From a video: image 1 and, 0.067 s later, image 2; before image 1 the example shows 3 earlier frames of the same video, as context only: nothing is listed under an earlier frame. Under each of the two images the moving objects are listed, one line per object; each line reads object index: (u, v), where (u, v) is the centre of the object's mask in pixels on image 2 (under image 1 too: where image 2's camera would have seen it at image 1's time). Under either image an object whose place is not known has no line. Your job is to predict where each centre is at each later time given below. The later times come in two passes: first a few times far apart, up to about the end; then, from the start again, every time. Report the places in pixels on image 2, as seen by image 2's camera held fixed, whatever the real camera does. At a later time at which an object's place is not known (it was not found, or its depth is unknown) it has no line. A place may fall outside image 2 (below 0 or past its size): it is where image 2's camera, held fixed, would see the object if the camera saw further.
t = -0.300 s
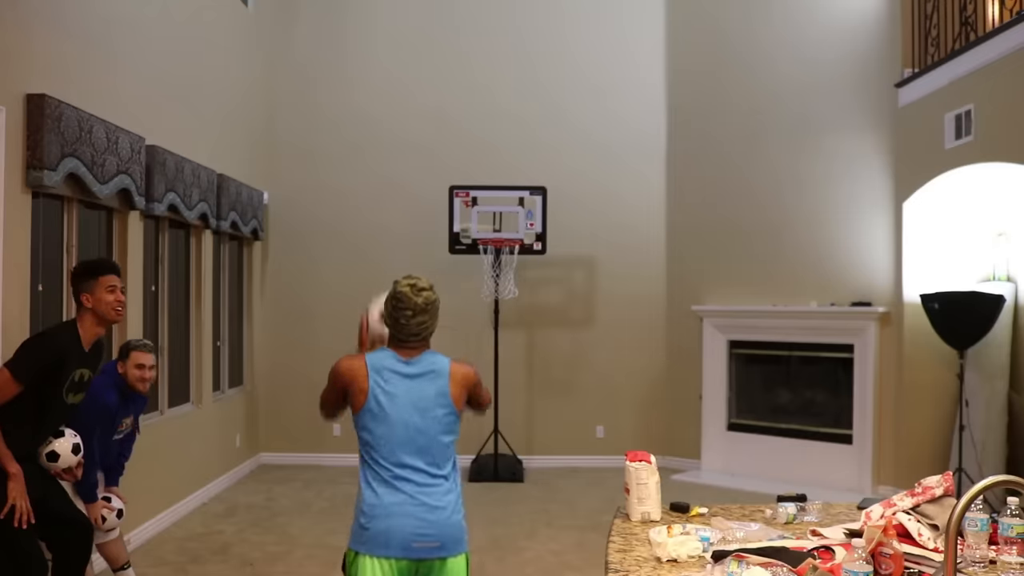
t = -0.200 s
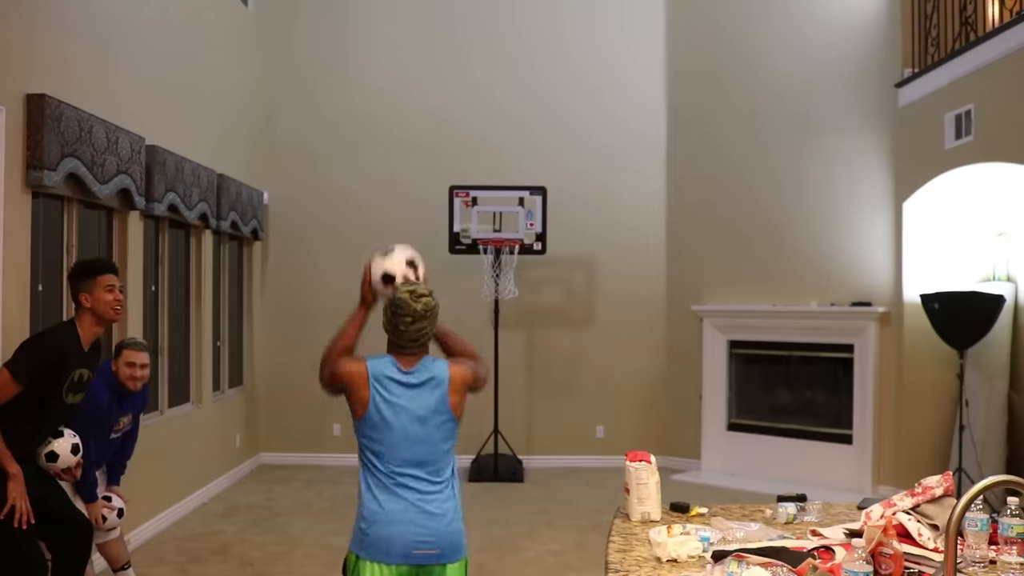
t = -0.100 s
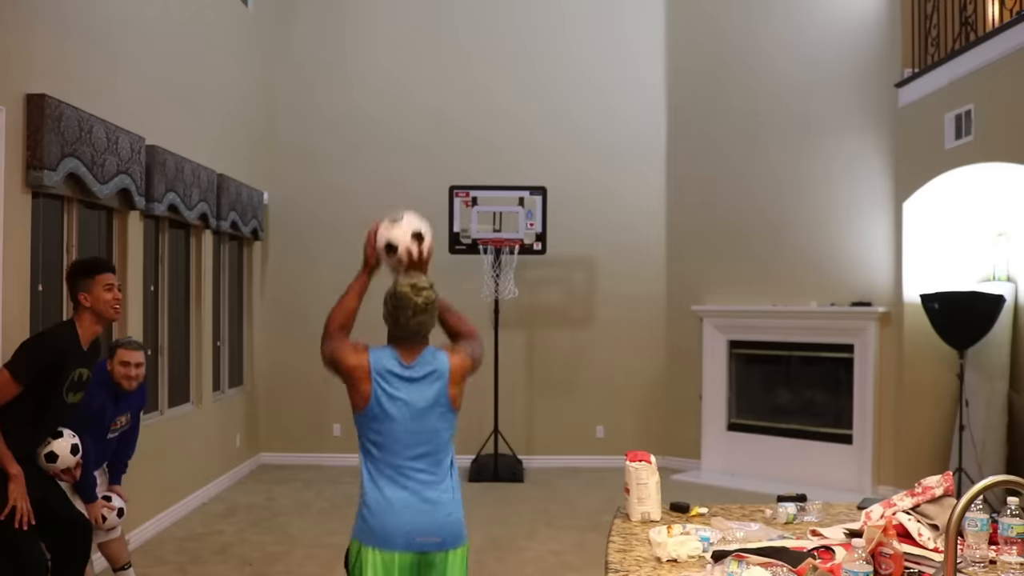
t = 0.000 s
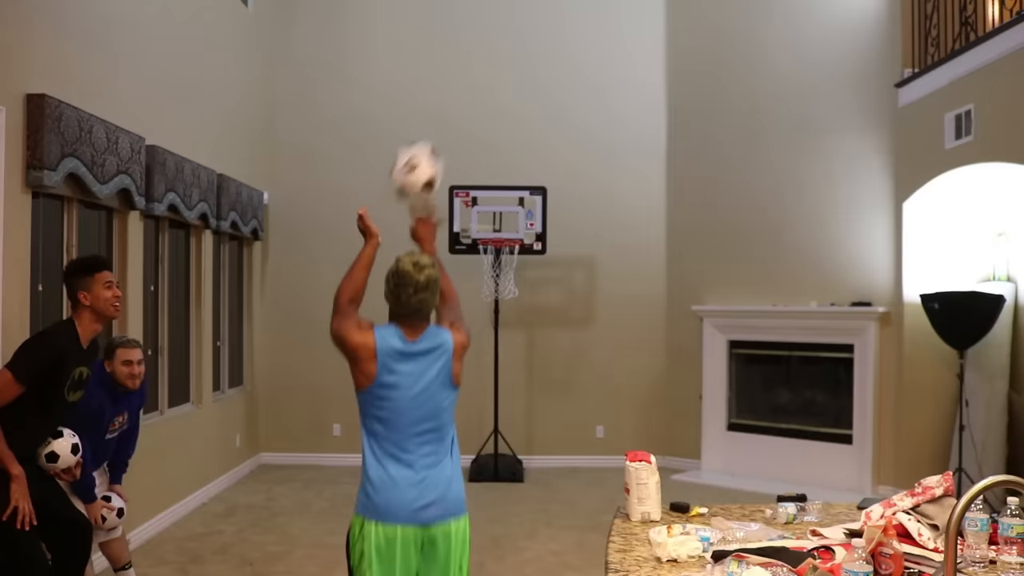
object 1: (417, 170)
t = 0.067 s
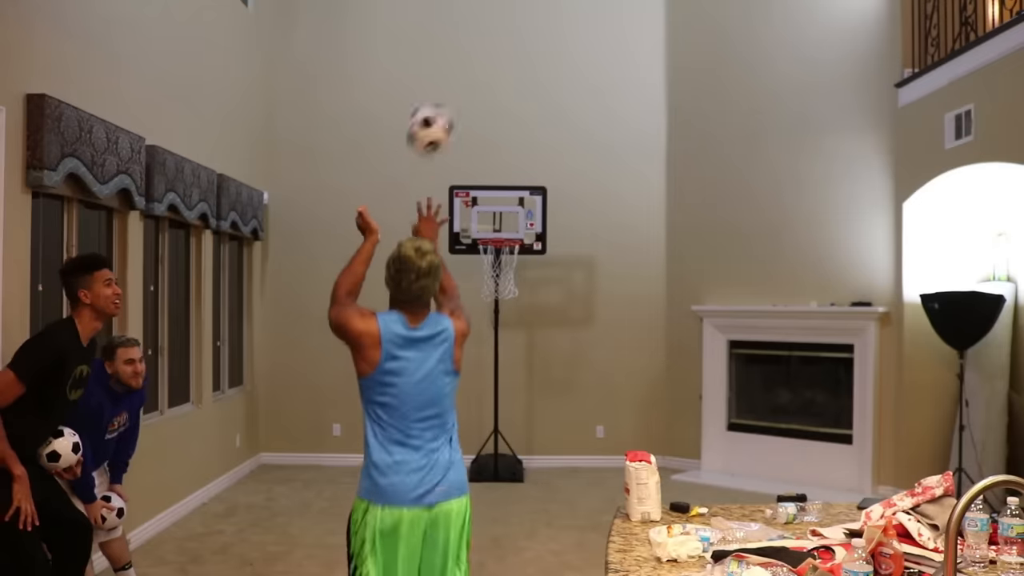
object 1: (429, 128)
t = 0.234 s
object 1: (451, 84)
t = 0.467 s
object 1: (468, 105)
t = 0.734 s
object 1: (476, 184)
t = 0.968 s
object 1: (480, 219)
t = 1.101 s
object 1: (481, 272)
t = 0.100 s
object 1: (436, 115)
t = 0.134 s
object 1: (441, 102)
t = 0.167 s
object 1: (444, 94)
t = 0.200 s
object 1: (448, 87)
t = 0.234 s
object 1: (451, 84)
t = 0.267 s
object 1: (454, 82)
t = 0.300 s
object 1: (457, 83)
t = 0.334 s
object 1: (459, 84)
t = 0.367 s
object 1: (461, 88)
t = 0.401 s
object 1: (464, 93)
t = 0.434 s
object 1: (465, 98)
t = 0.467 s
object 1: (468, 105)
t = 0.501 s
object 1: (471, 114)
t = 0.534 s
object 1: (470, 122)
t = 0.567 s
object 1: (471, 131)
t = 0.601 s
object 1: (473, 142)
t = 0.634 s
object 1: (473, 153)
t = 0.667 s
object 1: (475, 166)
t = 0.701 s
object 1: (475, 178)
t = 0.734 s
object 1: (476, 184)
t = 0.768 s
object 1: (477, 185)
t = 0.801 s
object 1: (477, 187)
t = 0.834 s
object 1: (477, 191)
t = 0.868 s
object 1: (477, 195)
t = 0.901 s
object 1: (477, 203)
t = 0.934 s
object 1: (478, 210)
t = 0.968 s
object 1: (480, 219)
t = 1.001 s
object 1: (480, 231)
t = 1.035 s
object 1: (480, 243)
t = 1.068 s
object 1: (481, 258)
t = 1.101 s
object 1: (481, 272)
